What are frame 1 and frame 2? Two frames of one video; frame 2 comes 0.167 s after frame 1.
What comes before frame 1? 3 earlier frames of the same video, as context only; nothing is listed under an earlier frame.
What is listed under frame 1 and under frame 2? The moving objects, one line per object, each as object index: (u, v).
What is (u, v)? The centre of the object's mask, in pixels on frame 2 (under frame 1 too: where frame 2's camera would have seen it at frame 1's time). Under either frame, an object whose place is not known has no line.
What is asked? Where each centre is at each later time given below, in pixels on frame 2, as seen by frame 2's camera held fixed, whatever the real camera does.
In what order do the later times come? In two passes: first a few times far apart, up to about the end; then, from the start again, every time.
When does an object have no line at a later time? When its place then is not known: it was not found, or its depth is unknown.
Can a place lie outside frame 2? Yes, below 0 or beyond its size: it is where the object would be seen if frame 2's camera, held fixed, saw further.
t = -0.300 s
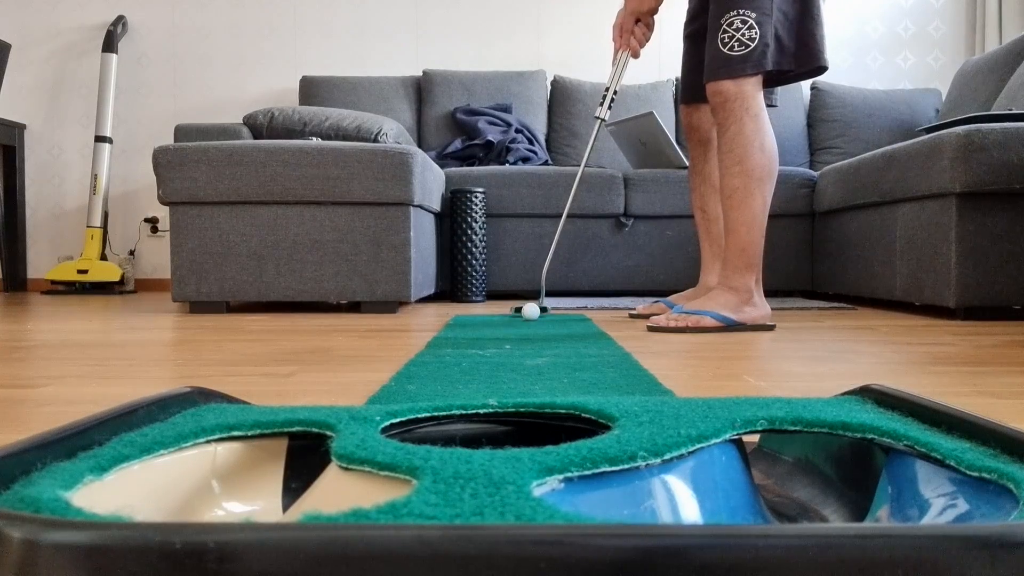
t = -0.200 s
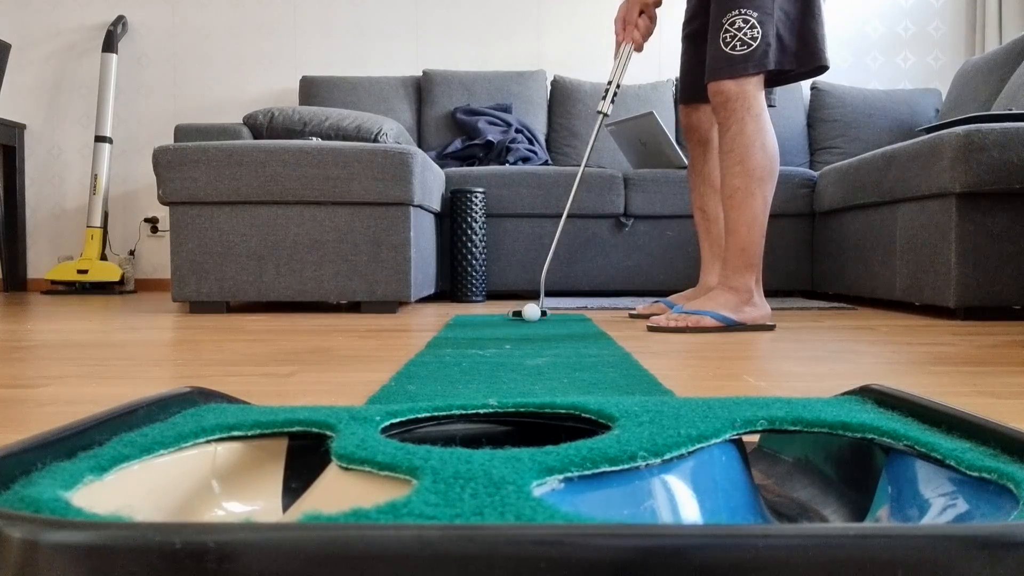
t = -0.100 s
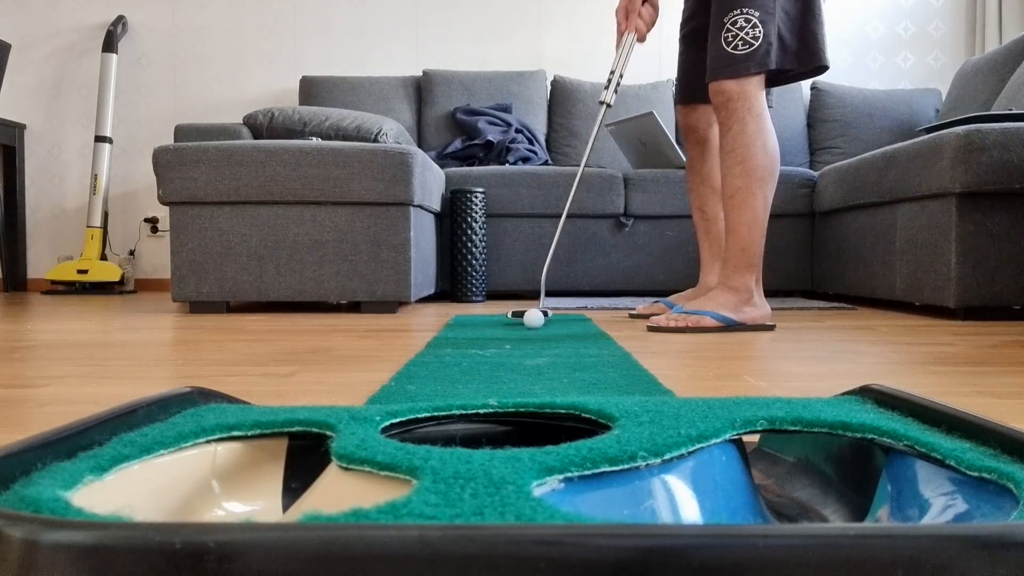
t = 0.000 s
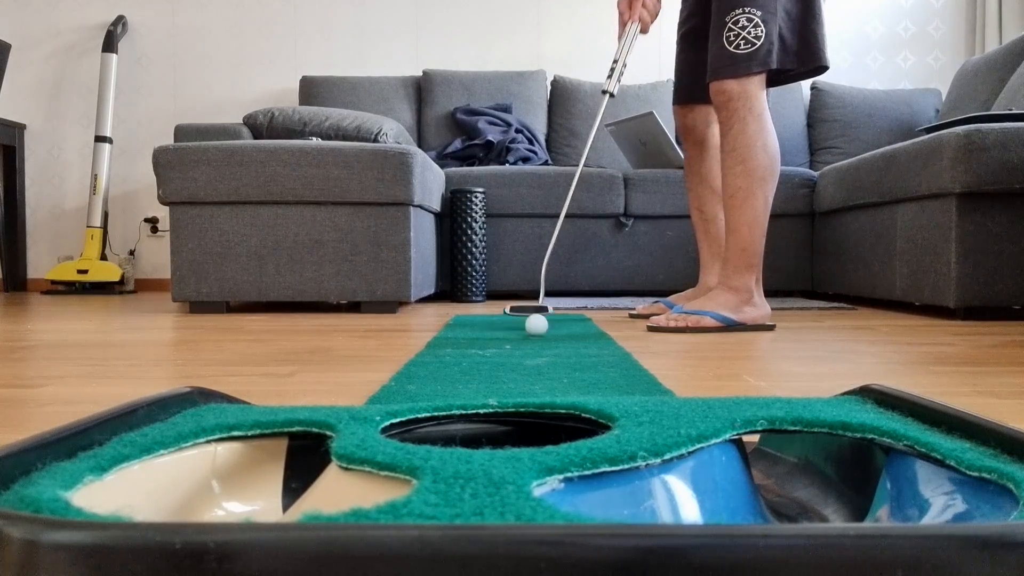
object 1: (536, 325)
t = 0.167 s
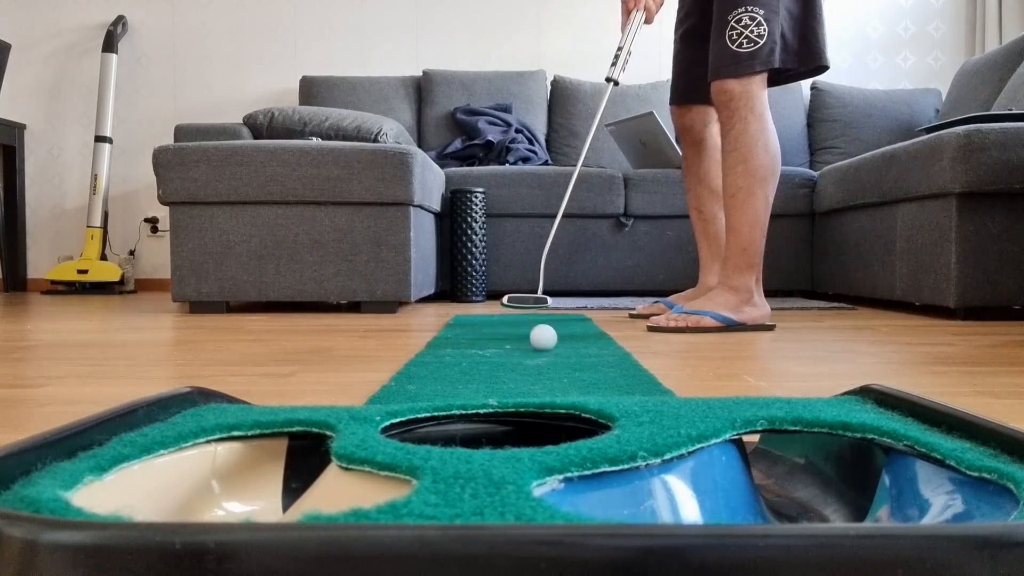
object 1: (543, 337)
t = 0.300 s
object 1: (551, 349)
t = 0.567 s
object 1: (578, 384)
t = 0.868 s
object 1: (631, 373)
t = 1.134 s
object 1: (643, 358)
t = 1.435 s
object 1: (638, 360)
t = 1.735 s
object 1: (638, 358)
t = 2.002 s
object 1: (624, 362)
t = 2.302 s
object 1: (569, 384)
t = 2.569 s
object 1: (531, 384)
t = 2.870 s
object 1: (516, 359)
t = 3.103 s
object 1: (507, 346)
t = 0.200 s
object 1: (545, 339)
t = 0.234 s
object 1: (547, 343)
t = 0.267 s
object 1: (548, 346)
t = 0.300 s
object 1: (551, 349)
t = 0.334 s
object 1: (553, 353)
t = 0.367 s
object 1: (556, 358)
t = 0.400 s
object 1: (559, 362)
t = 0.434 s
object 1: (562, 367)
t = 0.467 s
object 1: (566, 373)
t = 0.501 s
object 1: (570, 377)
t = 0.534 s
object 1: (574, 381)
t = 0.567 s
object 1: (578, 384)
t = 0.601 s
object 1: (583, 387)
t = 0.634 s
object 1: (590, 390)
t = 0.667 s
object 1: (597, 390)
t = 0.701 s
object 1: (602, 386)
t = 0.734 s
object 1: (609, 384)
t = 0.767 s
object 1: (615, 381)
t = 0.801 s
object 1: (620, 378)
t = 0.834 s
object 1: (626, 376)
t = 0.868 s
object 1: (631, 373)
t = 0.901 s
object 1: (636, 369)
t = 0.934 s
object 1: (639, 364)
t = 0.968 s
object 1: (642, 361)
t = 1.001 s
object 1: (643, 360)
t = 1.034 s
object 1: (644, 358)
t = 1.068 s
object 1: (644, 358)
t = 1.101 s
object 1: (644, 358)
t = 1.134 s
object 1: (643, 358)
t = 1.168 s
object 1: (642, 359)
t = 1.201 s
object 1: (641, 359)
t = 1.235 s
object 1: (640, 359)
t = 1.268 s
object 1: (639, 360)
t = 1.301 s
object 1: (638, 360)
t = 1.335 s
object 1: (637, 360)
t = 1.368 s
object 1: (638, 360)
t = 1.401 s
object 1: (638, 360)
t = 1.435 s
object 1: (638, 360)
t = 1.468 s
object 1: (639, 359)
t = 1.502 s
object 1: (640, 359)
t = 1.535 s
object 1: (640, 359)
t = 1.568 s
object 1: (641, 359)
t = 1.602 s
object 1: (641, 359)
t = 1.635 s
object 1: (640, 359)
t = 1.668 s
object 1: (640, 358)
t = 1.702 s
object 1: (639, 358)
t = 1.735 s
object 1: (638, 358)
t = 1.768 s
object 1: (636, 358)
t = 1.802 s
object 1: (635, 358)
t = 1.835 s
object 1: (633, 358)
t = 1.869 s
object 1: (632, 358)
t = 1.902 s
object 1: (631, 358)
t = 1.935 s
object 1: (629, 359)
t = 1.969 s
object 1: (627, 361)
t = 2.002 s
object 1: (624, 362)
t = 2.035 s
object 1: (621, 364)
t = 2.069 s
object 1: (616, 367)
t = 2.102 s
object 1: (610, 370)
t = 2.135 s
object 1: (603, 373)
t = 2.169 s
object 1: (596, 375)
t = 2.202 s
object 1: (589, 377)
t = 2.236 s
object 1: (582, 379)
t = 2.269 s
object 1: (576, 381)
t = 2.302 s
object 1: (569, 384)
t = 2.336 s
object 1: (562, 387)
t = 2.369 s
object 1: (557, 388)
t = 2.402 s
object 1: (550, 390)
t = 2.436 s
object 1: (545, 391)
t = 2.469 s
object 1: (540, 390)
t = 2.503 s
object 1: (536, 387)
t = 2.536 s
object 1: (534, 386)
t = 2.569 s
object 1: (531, 384)
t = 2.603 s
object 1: (528, 382)
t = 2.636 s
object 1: (526, 379)
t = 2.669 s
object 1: (524, 376)
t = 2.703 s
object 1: (522, 373)
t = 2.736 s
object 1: (521, 369)
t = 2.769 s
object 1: (519, 367)
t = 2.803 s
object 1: (518, 364)
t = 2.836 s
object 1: (517, 361)
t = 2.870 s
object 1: (516, 359)
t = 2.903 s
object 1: (514, 357)
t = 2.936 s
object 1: (513, 355)
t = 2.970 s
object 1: (511, 353)
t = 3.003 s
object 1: (510, 351)
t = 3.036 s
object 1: (509, 348)
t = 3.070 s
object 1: (508, 347)
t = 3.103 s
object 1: (507, 346)
